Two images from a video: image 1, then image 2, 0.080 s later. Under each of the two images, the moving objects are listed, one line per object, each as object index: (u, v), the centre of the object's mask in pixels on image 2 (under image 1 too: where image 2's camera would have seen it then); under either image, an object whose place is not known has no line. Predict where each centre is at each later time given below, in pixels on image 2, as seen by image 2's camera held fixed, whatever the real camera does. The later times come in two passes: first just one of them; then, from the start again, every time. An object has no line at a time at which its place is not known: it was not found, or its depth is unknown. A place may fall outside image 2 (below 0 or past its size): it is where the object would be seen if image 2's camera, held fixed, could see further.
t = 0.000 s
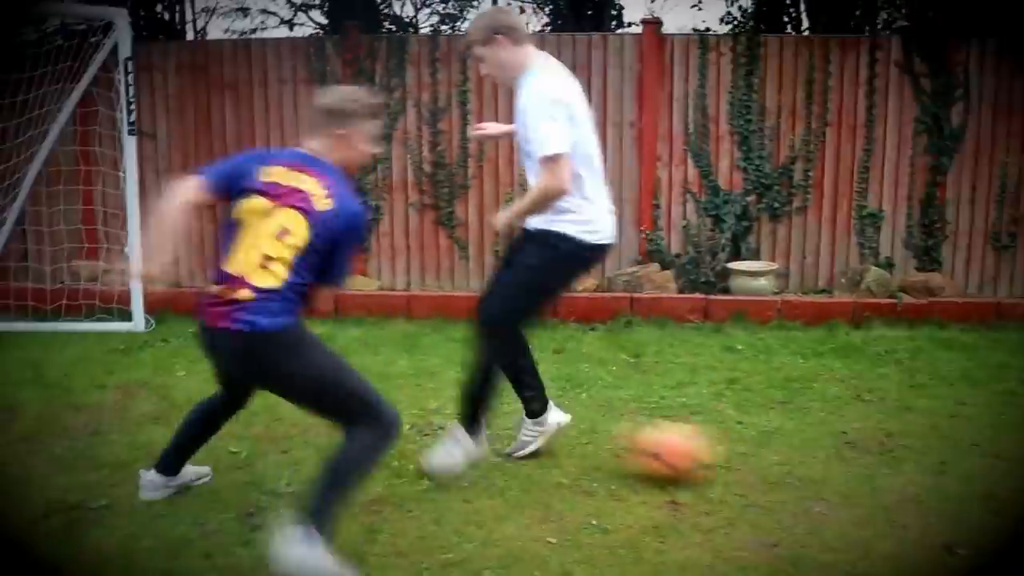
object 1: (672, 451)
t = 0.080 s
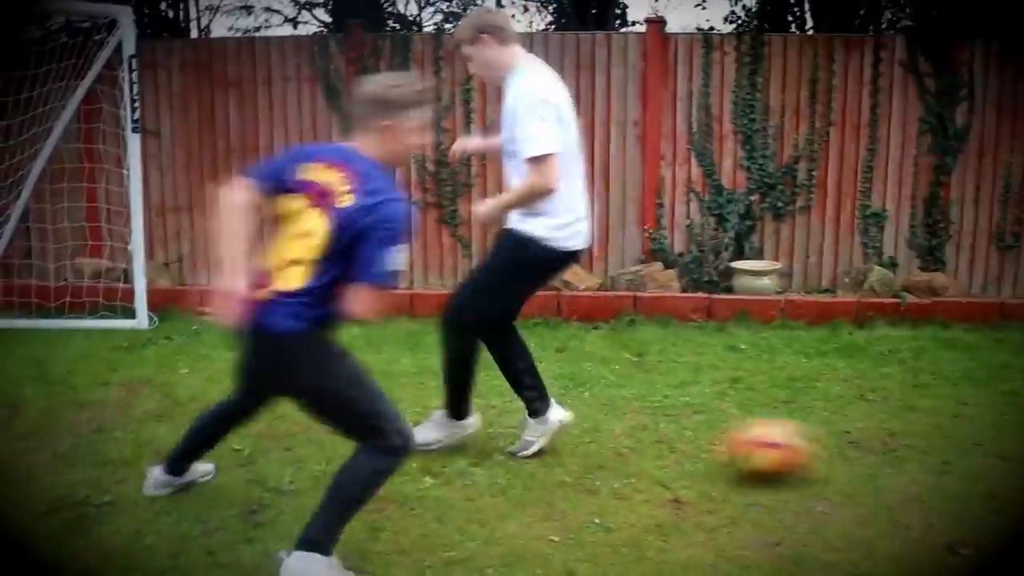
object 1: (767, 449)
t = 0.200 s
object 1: (894, 447)
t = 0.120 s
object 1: (816, 452)
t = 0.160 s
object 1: (860, 452)
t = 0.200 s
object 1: (894, 447)
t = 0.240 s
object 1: (936, 446)
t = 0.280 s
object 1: (968, 450)
